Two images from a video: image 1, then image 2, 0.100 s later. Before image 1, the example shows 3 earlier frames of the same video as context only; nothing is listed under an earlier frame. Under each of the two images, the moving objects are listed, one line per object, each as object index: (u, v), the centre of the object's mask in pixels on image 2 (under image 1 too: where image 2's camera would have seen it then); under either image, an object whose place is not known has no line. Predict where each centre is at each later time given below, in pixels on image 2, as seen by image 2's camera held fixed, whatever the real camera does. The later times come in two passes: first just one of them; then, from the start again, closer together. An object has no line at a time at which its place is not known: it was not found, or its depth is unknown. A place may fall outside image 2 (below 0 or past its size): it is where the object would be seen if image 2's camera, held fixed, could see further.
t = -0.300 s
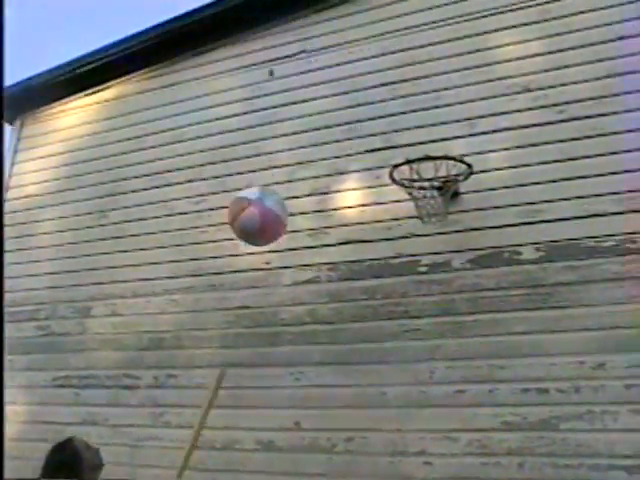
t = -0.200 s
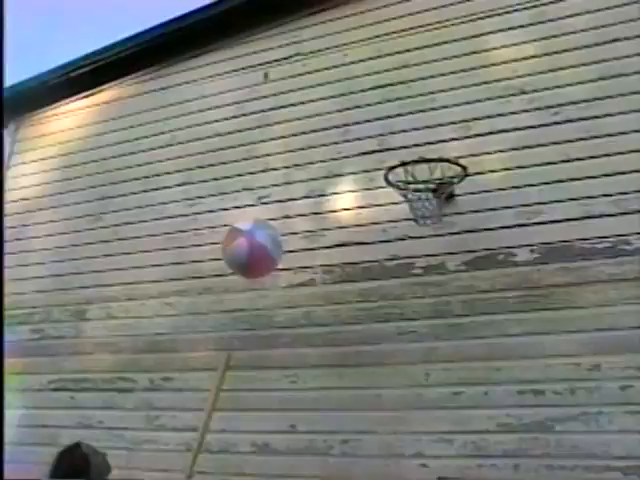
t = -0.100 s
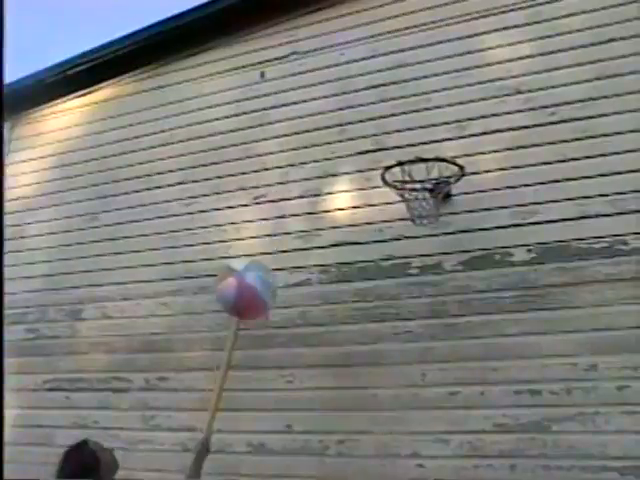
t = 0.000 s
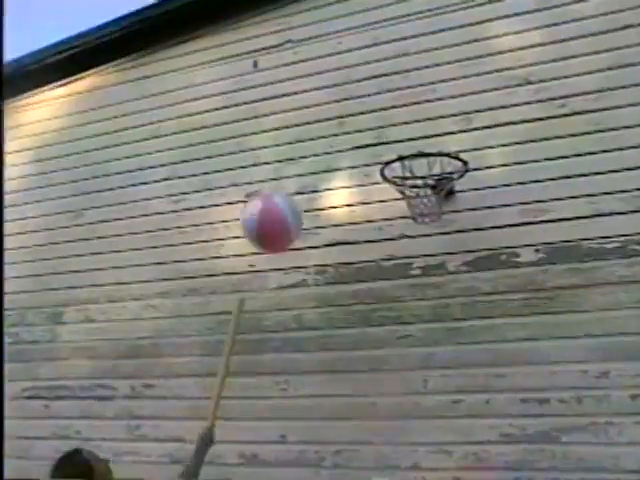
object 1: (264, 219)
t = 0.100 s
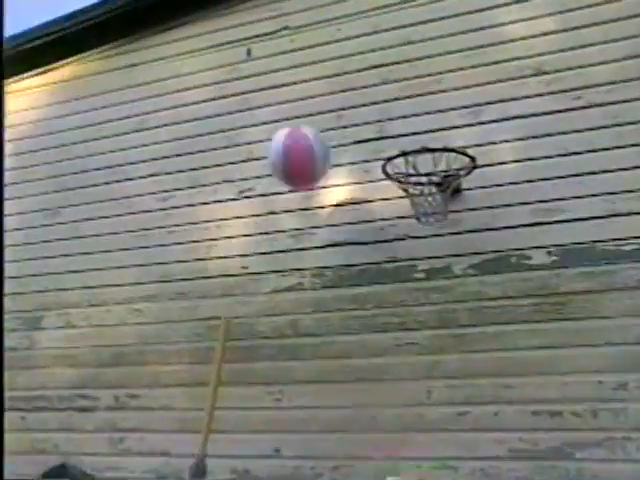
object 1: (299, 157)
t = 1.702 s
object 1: (443, 252)
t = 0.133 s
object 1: (308, 139)
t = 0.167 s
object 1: (317, 125)
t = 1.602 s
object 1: (439, 186)
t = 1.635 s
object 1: (440, 205)
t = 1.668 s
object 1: (441, 226)
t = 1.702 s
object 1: (443, 252)
